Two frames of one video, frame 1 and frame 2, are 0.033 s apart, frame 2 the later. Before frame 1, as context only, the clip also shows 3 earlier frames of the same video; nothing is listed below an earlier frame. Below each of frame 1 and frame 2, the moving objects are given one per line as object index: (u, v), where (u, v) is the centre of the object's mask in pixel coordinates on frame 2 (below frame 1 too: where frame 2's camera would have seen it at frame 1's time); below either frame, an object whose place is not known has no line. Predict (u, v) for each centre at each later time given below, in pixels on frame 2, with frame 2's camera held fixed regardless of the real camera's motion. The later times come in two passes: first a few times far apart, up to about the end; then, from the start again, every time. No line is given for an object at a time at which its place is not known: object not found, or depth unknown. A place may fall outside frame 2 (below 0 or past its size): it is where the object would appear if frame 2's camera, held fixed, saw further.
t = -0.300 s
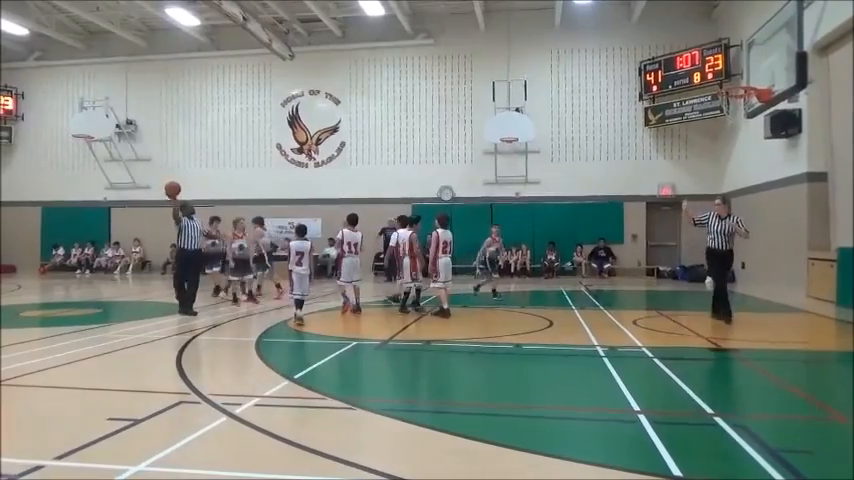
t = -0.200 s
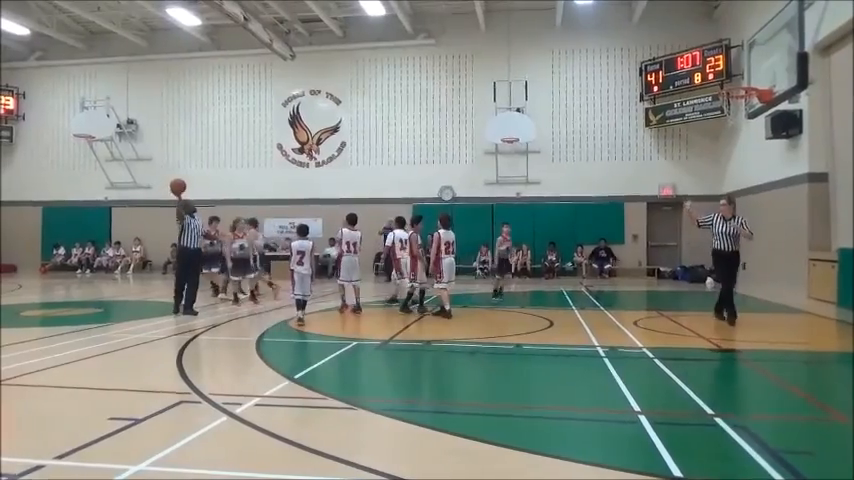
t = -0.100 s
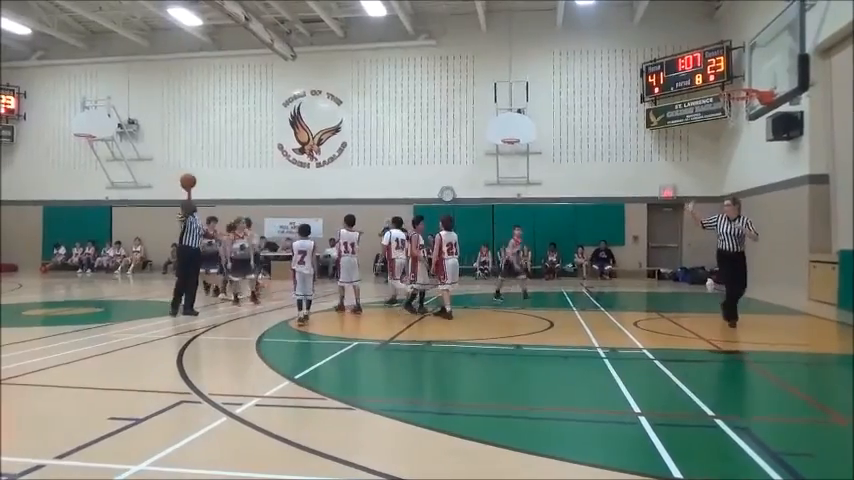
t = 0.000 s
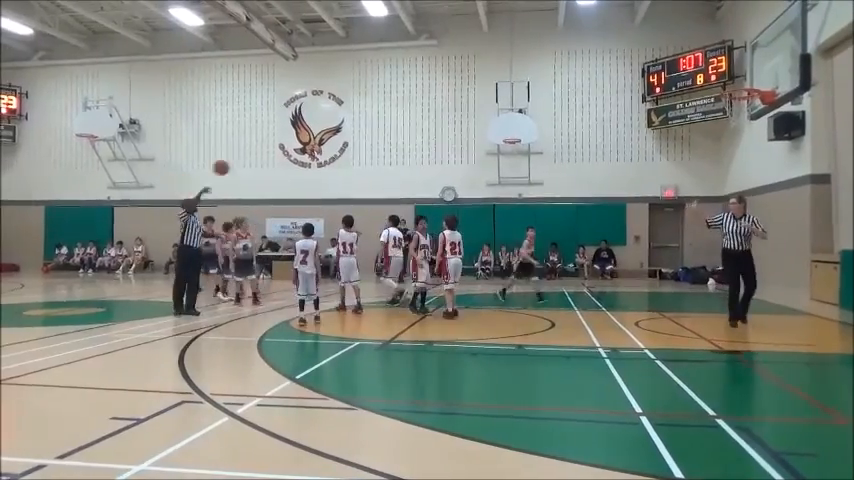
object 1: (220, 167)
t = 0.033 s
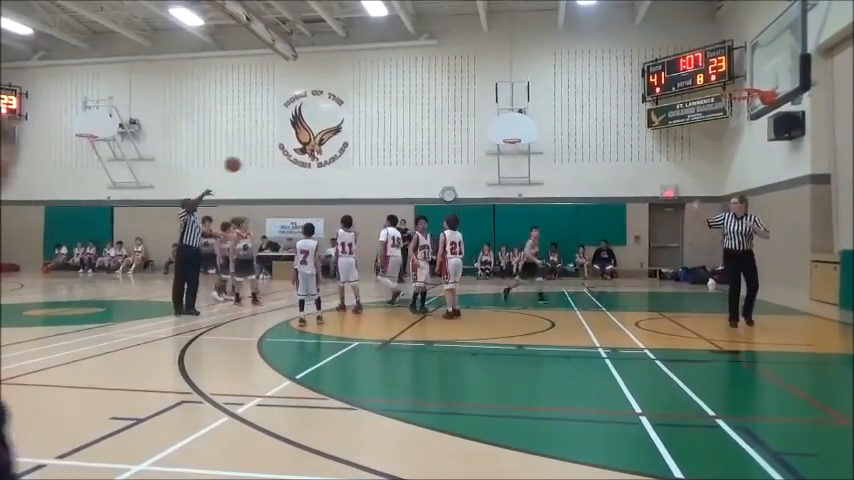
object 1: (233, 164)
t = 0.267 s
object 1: (318, 165)
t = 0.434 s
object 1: (383, 189)
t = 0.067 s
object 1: (245, 161)
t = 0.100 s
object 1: (256, 160)
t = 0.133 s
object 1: (268, 159)
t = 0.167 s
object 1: (280, 159)
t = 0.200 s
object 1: (293, 160)
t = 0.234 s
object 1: (305, 162)
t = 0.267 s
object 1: (318, 165)
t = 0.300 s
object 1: (331, 167)
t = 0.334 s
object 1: (344, 171)
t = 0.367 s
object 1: (357, 176)
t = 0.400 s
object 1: (370, 182)
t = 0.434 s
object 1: (383, 189)
